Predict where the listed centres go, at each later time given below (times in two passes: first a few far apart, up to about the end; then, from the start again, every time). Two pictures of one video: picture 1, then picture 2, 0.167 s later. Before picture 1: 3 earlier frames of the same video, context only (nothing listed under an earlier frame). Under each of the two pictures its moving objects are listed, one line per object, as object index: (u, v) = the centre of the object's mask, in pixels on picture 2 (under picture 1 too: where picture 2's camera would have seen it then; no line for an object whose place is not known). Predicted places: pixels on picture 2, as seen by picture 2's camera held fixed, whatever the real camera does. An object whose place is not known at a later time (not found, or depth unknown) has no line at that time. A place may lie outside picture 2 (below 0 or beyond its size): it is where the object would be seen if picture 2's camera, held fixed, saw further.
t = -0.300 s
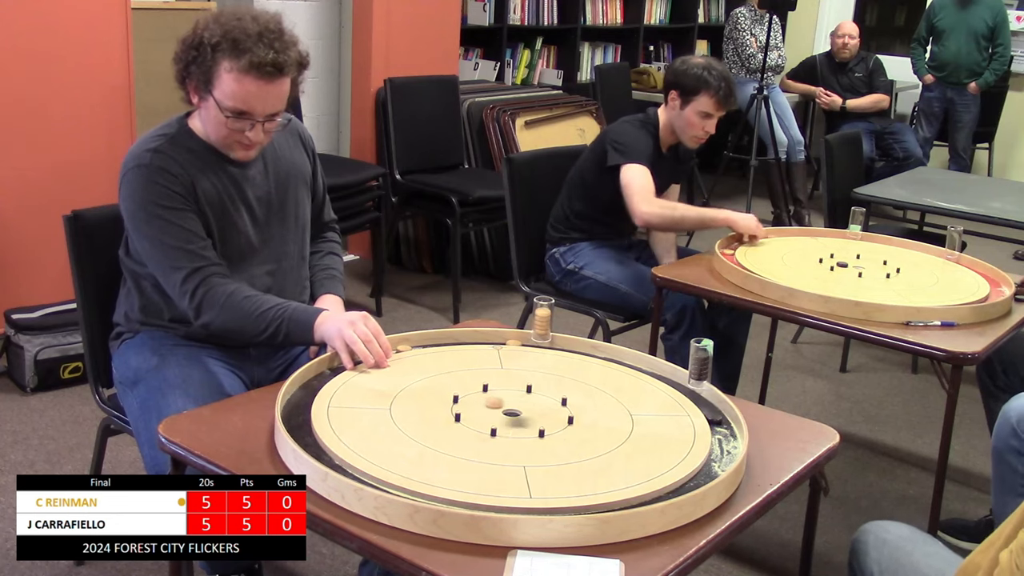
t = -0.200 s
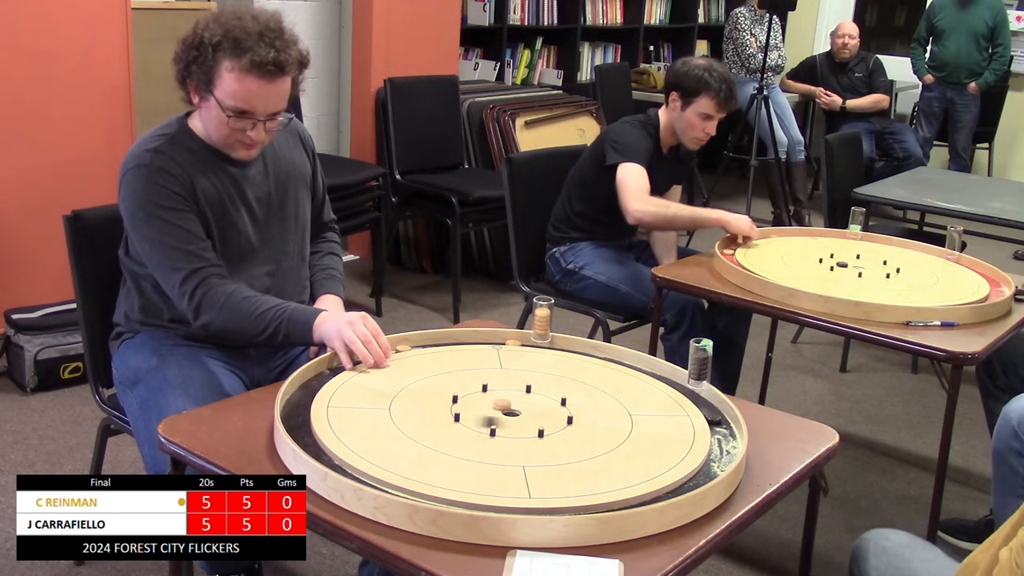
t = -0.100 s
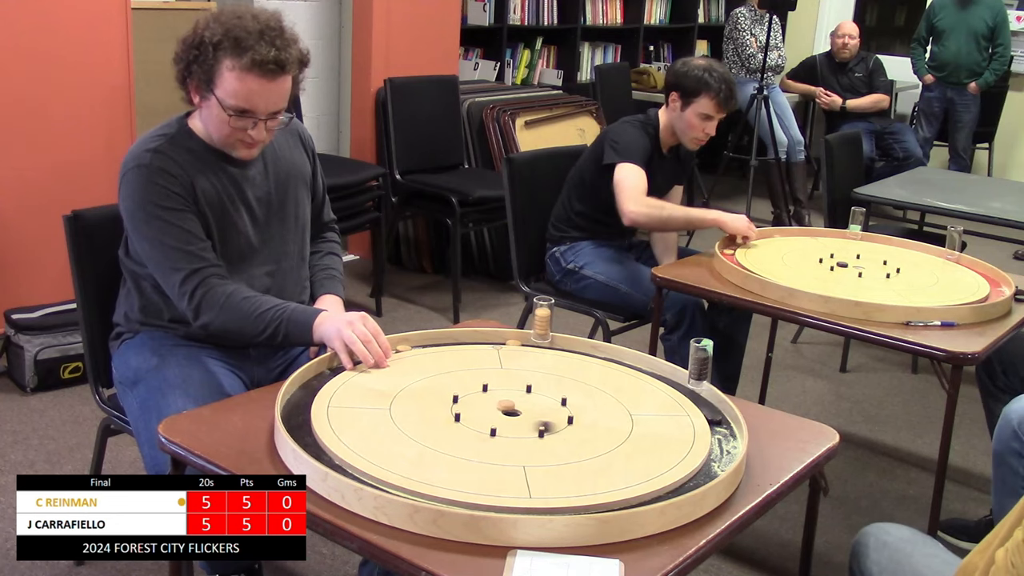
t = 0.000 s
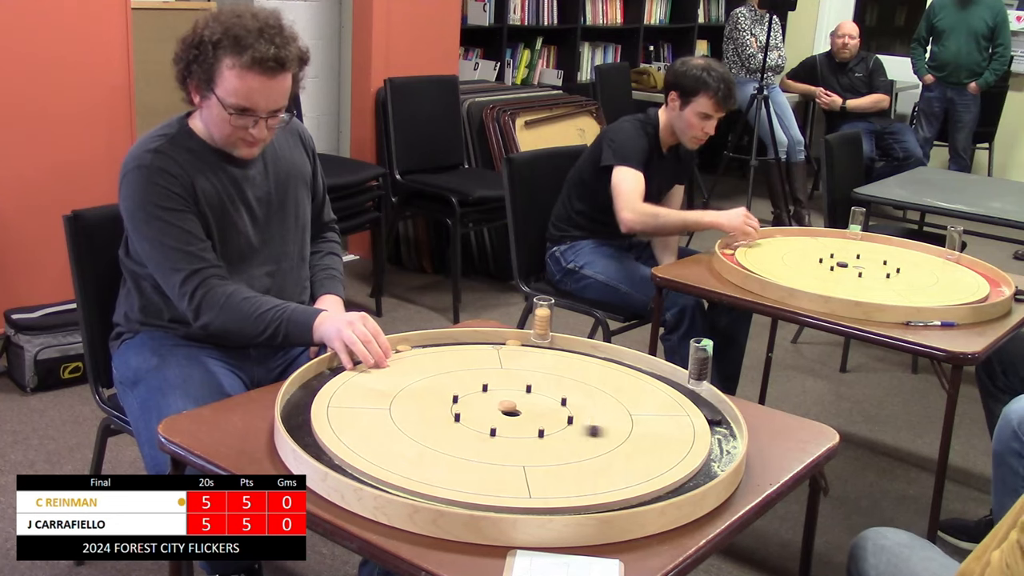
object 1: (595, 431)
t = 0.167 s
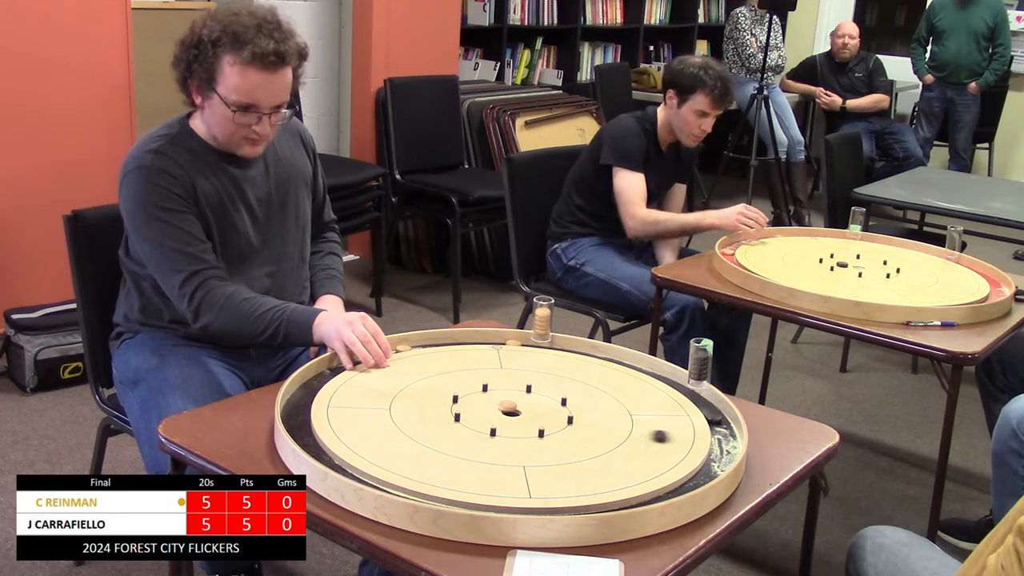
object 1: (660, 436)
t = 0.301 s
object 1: (699, 439)
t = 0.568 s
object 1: (721, 444)
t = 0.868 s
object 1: (722, 444)
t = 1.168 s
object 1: (722, 444)
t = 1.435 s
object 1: (722, 444)
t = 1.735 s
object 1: (723, 444)
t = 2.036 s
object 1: (722, 444)
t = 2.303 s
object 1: (722, 444)
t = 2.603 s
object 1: (722, 444)
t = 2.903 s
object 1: (723, 444)
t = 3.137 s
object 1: (723, 444)
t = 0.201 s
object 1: (671, 437)
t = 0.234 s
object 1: (681, 437)
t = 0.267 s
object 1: (690, 438)
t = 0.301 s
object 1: (699, 439)
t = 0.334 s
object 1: (706, 439)
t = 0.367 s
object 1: (714, 440)
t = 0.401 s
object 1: (721, 443)
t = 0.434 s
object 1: (726, 446)
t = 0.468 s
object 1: (730, 447)
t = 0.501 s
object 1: (728, 446)
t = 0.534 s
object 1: (724, 445)
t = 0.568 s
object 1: (721, 444)
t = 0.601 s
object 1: (721, 444)
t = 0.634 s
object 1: (722, 444)
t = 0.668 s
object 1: (722, 444)
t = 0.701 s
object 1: (722, 444)
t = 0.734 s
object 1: (722, 444)
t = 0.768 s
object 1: (722, 444)
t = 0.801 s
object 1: (722, 444)
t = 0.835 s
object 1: (722, 444)
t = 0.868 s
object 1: (722, 444)
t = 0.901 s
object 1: (722, 444)
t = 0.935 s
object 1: (722, 444)
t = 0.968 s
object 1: (722, 444)
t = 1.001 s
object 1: (722, 444)
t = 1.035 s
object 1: (722, 444)
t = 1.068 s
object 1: (722, 444)
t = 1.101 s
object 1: (722, 444)
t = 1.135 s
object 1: (722, 444)
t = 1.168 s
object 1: (722, 444)
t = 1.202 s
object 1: (722, 444)
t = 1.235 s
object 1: (723, 444)
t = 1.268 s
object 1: (722, 444)
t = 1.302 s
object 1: (722, 444)
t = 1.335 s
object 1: (722, 444)
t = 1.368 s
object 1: (722, 444)
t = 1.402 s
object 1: (722, 444)
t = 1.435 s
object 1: (722, 444)
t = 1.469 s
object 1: (722, 444)
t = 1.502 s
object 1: (722, 444)
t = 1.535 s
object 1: (722, 444)
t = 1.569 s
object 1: (722, 444)
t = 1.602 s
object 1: (722, 444)
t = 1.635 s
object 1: (722, 444)
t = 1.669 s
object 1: (722, 444)
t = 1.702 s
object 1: (722, 444)
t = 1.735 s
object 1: (723, 444)
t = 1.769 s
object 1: (723, 444)
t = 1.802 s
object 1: (722, 444)
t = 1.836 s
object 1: (722, 444)
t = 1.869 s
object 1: (722, 444)
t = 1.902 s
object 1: (722, 444)
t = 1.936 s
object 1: (722, 444)
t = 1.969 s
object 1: (722, 444)
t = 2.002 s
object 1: (722, 444)
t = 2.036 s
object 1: (722, 444)
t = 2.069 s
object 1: (723, 444)
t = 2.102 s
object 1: (723, 444)
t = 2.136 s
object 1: (722, 444)
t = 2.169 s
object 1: (723, 444)
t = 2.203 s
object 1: (722, 444)
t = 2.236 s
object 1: (722, 444)
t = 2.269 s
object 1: (722, 444)
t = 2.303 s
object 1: (722, 444)
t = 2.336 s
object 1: (722, 444)
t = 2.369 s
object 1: (722, 444)
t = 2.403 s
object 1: (722, 444)
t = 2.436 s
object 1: (722, 444)
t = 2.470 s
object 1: (722, 444)
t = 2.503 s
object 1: (722, 444)
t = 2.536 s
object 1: (722, 444)
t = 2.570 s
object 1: (723, 444)
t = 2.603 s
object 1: (722, 444)
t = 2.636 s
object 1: (723, 444)
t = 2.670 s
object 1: (722, 444)
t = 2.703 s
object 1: (723, 444)
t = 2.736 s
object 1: (722, 444)
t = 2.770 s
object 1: (723, 444)
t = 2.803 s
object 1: (723, 444)
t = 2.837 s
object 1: (723, 444)
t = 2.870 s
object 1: (723, 444)
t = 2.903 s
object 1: (723, 444)
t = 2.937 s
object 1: (722, 444)
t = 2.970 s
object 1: (723, 444)
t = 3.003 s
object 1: (723, 444)
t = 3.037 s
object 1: (723, 444)
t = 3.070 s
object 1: (723, 444)
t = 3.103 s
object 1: (723, 444)
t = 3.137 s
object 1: (723, 444)
